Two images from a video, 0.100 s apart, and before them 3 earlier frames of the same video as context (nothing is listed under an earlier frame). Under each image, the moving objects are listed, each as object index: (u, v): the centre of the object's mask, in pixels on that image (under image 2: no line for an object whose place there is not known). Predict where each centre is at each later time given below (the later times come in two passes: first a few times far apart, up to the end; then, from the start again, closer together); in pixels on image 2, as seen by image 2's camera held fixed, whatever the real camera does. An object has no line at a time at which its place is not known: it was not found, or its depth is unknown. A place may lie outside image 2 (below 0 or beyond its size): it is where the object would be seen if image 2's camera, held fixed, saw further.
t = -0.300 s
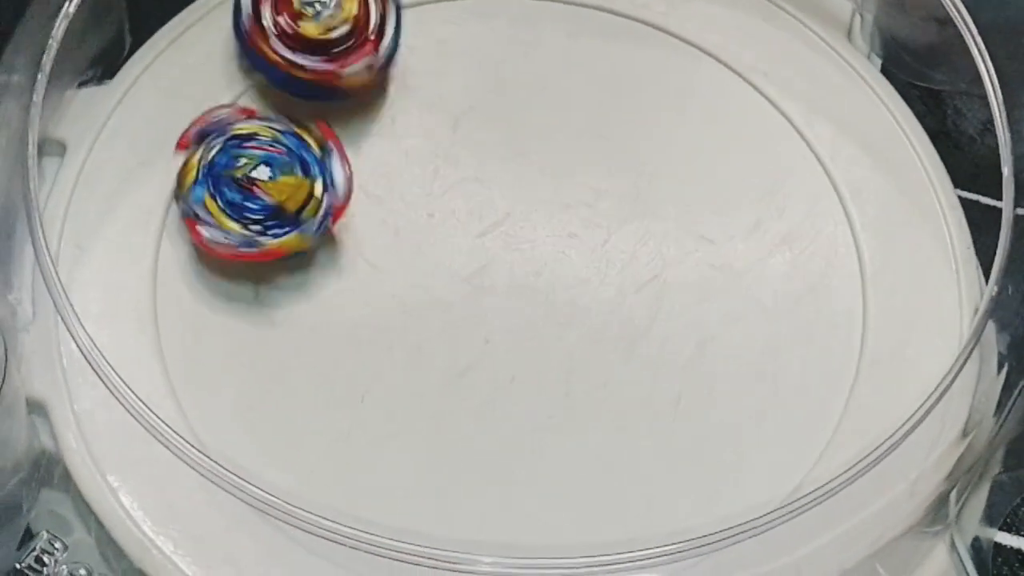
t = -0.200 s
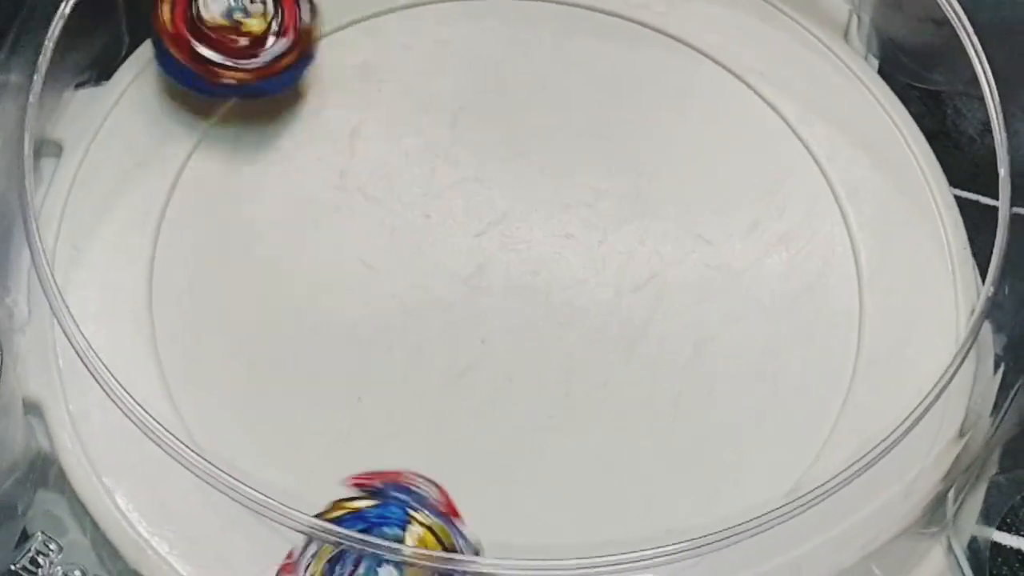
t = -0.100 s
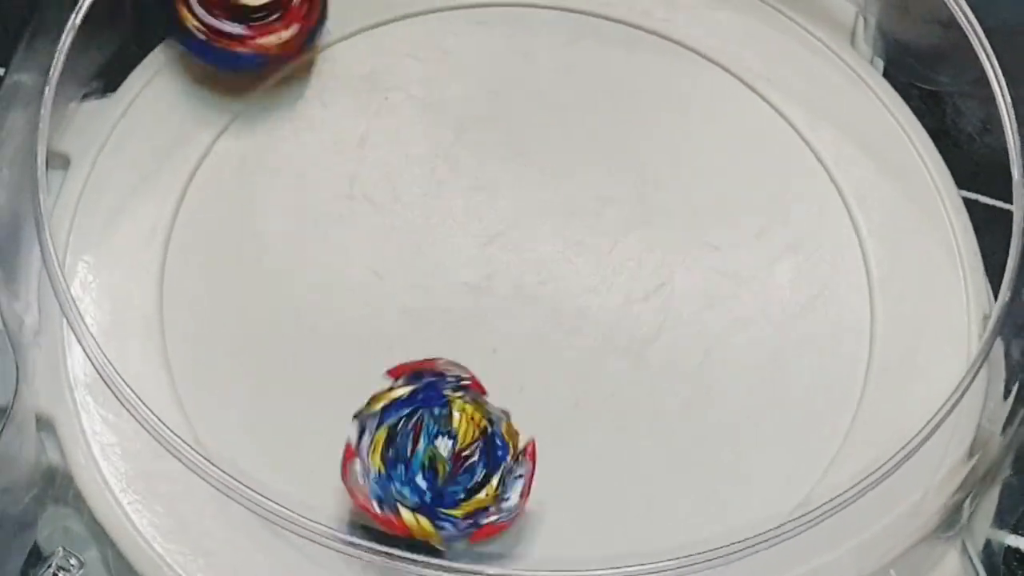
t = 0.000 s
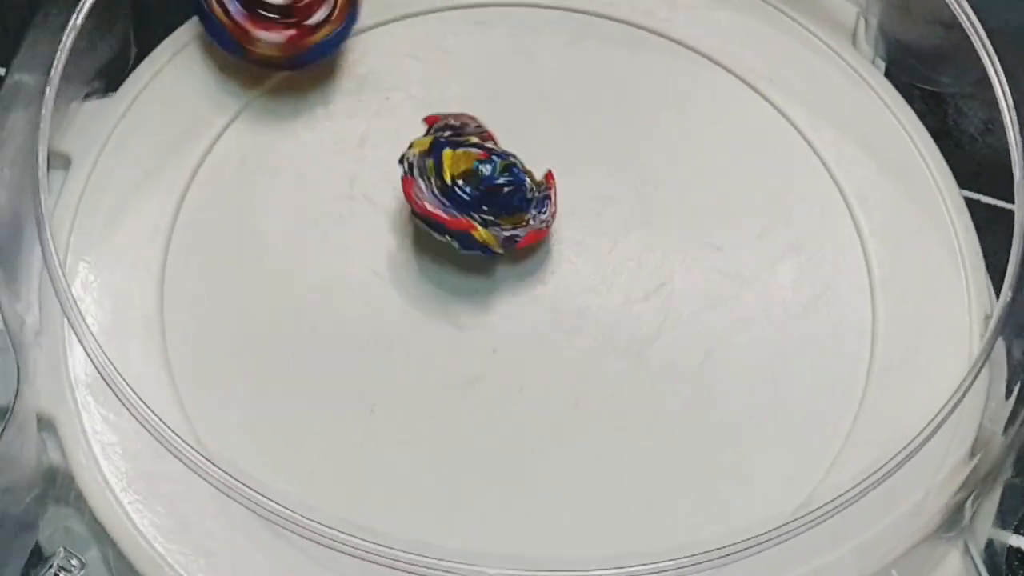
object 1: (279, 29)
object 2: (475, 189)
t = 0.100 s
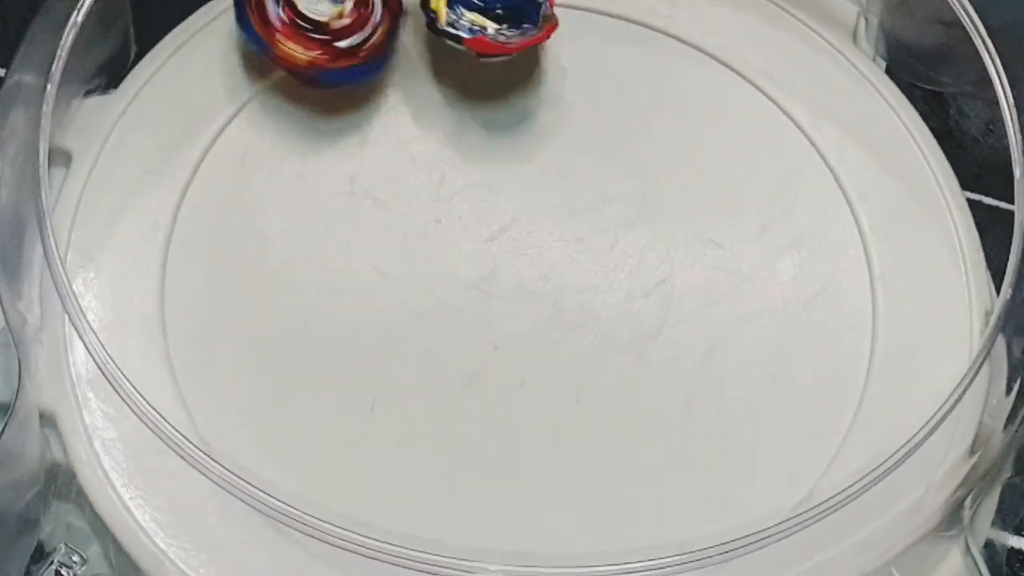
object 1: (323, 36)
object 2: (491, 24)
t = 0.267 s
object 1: (333, 107)
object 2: (580, 36)
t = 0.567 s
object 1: (616, 413)
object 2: (685, 183)
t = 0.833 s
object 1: (778, 323)
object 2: (712, 185)
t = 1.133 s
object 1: (745, 127)
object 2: (520, 184)
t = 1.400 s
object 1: (401, 139)
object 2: (528, 268)
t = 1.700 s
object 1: (487, 520)
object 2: (562, 258)
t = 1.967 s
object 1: (865, 275)
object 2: (560, 264)
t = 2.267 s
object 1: (425, 68)
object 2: (560, 264)
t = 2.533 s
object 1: (298, 499)
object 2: (560, 264)
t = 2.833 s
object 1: (847, 331)
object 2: (560, 264)
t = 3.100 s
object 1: (469, 64)
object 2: (560, 264)
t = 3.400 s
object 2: (558, 265)
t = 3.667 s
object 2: (559, 265)
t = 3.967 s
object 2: (559, 265)
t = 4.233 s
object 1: (738, 408)
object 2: (559, 265)
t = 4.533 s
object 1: (741, 393)
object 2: (559, 265)
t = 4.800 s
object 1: (749, 378)
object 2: (559, 265)
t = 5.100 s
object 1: (749, 363)
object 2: (559, 265)
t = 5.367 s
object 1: (754, 346)
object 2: (559, 265)
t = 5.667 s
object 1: (752, 333)
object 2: (559, 265)
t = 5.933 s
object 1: (755, 315)
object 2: (559, 265)
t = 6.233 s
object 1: (753, 303)
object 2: (559, 265)
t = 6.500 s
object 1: (752, 285)
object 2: (560, 265)
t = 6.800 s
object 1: (750, 273)
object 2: (560, 265)
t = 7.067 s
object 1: (745, 255)
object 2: (560, 265)
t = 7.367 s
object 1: (742, 242)
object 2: (559, 265)
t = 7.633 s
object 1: (735, 228)
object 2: (560, 265)
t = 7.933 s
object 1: (732, 215)
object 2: (560, 265)
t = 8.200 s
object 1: (724, 201)
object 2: (560, 265)
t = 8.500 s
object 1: (718, 188)
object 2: (560, 265)
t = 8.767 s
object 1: (708, 176)
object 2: (560, 265)
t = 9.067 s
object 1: (701, 163)
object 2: (560, 265)
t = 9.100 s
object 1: (700, 162)
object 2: (560, 265)
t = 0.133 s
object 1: (323, 39)
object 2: (518, 19)
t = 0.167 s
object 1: (318, 46)
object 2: (545, 20)
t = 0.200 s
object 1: (316, 59)
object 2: (554, 21)
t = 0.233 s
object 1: (323, 82)
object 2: (572, 24)
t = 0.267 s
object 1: (333, 107)
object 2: (580, 36)
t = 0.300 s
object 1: (357, 146)
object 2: (579, 48)
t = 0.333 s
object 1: (387, 177)
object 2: (571, 63)
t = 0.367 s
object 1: (431, 207)
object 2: (568, 81)
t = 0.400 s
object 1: (475, 233)
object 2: (564, 105)
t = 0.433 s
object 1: (501, 277)
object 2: (583, 118)
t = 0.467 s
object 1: (526, 322)
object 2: (608, 126)
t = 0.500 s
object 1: (552, 360)
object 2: (634, 149)
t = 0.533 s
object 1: (586, 390)
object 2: (662, 169)
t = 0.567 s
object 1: (616, 413)
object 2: (685, 183)
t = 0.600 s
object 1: (646, 431)
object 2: (700, 189)
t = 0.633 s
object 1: (680, 437)
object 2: (712, 193)
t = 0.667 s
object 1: (705, 433)
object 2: (714, 192)
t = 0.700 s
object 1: (725, 420)
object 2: (717, 188)
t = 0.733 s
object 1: (746, 402)
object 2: (725, 188)
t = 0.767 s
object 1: (761, 378)
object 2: (725, 194)
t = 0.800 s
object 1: (768, 347)
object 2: (718, 197)
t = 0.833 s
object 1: (778, 323)
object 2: (712, 185)
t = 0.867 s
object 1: (790, 307)
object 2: (703, 169)
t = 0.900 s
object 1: (791, 290)
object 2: (680, 162)
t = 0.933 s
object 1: (785, 267)
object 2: (662, 157)
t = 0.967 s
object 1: (778, 242)
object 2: (644, 155)
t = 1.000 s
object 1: (780, 222)
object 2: (617, 153)
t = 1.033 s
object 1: (779, 204)
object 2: (588, 150)
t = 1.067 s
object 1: (772, 183)
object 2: (560, 158)
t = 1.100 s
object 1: (760, 157)
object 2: (537, 168)
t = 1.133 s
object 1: (745, 127)
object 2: (520, 184)
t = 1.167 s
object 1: (722, 96)
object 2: (507, 200)
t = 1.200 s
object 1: (692, 73)
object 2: (500, 216)
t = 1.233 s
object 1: (651, 62)
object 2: (497, 232)
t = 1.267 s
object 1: (603, 60)
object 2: (498, 245)
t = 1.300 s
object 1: (548, 63)
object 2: (505, 253)
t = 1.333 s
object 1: (496, 77)
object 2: (512, 261)
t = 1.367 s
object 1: (446, 105)
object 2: (520, 265)
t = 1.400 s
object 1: (401, 139)
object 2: (528, 268)
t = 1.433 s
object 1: (363, 184)
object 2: (535, 269)
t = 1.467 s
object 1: (335, 235)
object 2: (542, 269)
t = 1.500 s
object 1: (315, 291)
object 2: (548, 270)
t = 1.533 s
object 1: (310, 348)
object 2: (552, 267)
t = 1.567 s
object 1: (315, 403)
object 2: (555, 264)
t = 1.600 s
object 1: (339, 444)
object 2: (560, 263)
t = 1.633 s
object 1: (379, 474)
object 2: (564, 261)
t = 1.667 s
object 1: (429, 501)
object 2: (563, 259)
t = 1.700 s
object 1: (487, 520)
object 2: (562, 258)
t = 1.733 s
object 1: (550, 529)
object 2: (560, 259)
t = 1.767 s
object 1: (618, 519)
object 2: (560, 262)
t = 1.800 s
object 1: (683, 502)
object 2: (559, 265)
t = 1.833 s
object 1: (757, 494)
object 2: (558, 264)
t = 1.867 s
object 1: (796, 444)
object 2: (558, 264)
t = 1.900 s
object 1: (840, 396)
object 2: (559, 264)
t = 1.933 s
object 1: (862, 338)
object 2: (560, 264)
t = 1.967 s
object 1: (865, 275)
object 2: (560, 264)
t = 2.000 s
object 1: (859, 215)
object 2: (560, 264)
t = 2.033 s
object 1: (839, 160)
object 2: (560, 264)
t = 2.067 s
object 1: (799, 114)
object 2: (560, 264)
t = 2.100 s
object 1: (750, 76)
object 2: (560, 264)
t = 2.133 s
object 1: (691, 56)
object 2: (560, 264)
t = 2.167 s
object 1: (626, 47)
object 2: (560, 264)
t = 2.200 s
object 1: (556, 46)
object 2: (560, 264)
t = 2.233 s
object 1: (488, 53)
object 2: (560, 264)
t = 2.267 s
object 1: (425, 68)
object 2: (560, 264)
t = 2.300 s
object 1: (367, 100)
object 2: (560, 264)
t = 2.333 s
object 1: (315, 142)
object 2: (560, 264)
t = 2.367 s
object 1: (275, 194)
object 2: (560, 264)
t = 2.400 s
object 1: (247, 253)
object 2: (560, 264)
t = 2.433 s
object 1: (235, 316)
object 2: (560, 264)
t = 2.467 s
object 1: (244, 379)
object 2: (560, 264)
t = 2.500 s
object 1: (263, 445)
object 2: (560, 264)
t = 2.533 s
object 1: (298, 499)
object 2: (560, 264)
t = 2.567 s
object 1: (380, 511)
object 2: (560, 264)
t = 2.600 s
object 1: (466, 518)
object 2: (559, 265)
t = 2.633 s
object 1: (537, 528)
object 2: (559, 264)
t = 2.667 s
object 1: (610, 523)
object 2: (559, 264)
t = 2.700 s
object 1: (679, 504)
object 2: (559, 264)
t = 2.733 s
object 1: (742, 476)
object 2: (560, 264)
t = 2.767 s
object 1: (798, 436)
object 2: (560, 264)
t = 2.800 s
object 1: (834, 389)
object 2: (560, 264)
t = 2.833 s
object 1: (847, 331)
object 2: (560, 264)
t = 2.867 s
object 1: (838, 273)
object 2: (560, 264)
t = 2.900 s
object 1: (815, 217)
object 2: (560, 264)
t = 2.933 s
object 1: (776, 166)
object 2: (560, 265)
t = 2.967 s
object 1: (725, 125)
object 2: (560, 264)
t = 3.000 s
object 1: (665, 92)
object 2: (560, 264)
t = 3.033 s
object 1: (599, 73)
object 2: (560, 265)
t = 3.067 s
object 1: (535, 64)
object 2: (560, 264)
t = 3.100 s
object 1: (469, 64)
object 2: (560, 264)
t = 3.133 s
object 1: (408, 72)
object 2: (560, 265)
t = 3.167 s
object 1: (346, 88)
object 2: (560, 265)
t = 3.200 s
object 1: (289, 115)
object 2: (560, 265)
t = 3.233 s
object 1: (235, 152)
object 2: (560, 265)
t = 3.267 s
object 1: (194, 199)
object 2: (560, 265)
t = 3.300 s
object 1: (163, 255)
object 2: (560, 265)
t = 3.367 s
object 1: (220, 363)
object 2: (559, 265)
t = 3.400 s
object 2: (558, 265)
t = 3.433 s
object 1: (284, 470)
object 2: (558, 265)
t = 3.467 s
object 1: (337, 500)
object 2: (558, 265)
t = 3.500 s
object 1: (418, 505)
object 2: (558, 265)
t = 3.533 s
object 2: (559, 265)
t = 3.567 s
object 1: (547, 516)
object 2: (559, 265)
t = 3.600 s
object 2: (560, 265)
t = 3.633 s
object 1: (674, 483)
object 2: (559, 265)
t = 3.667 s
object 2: (559, 265)
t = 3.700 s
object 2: (559, 265)
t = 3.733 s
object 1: (725, 435)
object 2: (559, 265)
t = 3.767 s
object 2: (559, 265)
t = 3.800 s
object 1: (725, 433)
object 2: (559, 265)
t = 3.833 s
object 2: (559, 265)
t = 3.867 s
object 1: (726, 429)
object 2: (559, 265)
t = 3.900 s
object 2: (559, 265)
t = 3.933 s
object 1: (728, 424)
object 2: (559, 265)
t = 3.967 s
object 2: (559, 265)
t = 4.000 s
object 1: (729, 419)
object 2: (559, 265)
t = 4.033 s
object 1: (730, 417)
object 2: (559, 265)
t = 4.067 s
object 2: (559, 265)
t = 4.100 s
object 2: (559, 265)
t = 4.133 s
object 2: (559, 265)
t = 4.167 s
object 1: (737, 410)
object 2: (559, 265)
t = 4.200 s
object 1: (738, 410)
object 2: (559, 265)
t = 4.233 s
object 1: (738, 408)
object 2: (559, 265)
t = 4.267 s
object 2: (559, 265)
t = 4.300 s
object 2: (559, 265)
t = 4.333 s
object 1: (739, 403)
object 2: (559, 265)
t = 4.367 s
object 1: (740, 403)
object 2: (559, 265)
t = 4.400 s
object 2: (559, 265)
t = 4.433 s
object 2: (559, 265)
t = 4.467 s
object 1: (739, 397)
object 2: (559, 265)
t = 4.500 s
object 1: (740, 394)
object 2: (559, 265)
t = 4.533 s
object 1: (741, 393)
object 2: (559, 265)
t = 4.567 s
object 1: (741, 390)
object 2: (559, 265)
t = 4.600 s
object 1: (741, 388)
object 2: (559, 265)
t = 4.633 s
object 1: (742, 385)
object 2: (559, 265)
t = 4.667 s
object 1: (744, 383)
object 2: (559, 265)
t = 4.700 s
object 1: (746, 381)
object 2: (559, 265)
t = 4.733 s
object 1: (746, 380)
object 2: (559, 265)
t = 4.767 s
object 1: (748, 378)
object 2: (559, 265)
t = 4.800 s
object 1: (749, 378)
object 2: (559, 265)
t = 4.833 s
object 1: (749, 376)
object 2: (559, 265)
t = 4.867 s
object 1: (749, 374)
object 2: (559, 265)
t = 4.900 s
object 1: (749, 373)
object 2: (559, 265)
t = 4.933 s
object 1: (749, 372)
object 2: (559, 265)
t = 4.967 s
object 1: (750, 371)
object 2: (559, 265)
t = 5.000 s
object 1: (750, 370)
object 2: (559, 265)
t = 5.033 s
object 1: (749, 368)
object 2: (559, 265)
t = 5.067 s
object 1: (749, 365)
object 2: (559, 265)
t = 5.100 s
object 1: (749, 363)
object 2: (559, 265)
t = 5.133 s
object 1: (749, 360)
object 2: (559, 265)
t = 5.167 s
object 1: (750, 358)
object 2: (559, 265)
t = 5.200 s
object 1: (750, 356)
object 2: (559, 265)
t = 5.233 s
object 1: (750, 353)
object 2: (559, 265)
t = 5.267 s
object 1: (751, 351)
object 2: (559, 265)
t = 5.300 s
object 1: (752, 349)
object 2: (559, 265)
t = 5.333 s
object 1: (753, 347)
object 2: (559, 265)
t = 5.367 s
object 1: (754, 346)
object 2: (559, 265)
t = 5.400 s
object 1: (755, 345)
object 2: (559, 265)
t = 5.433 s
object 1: (755, 344)
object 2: (559, 265)
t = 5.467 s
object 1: (754, 342)
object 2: (559, 265)
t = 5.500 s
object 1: (755, 341)
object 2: (559, 265)
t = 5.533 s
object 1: (754, 340)
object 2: (559, 265)
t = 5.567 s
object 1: (755, 339)
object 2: (559, 265)
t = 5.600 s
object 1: (754, 338)
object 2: (559, 265)
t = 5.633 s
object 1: (753, 335)
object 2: (559, 265)
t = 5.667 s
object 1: (752, 333)
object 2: (559, 265)
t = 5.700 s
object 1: (752, 330)
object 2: (559, 265)
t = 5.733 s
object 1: (753, 328)
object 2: (559, 265)
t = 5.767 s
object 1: (753, 326)
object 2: (559, 265)
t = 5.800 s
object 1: (753, 323)
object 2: (559, 265)
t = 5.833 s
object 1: (753, 321)
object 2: (559, 265)
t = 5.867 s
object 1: (753, 318)
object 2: (559, 265)
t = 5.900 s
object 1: (754, 317)
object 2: (559, 265)
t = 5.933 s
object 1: (755, 315)
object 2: (559, 265)
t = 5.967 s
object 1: (755, 313)
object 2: (559, 265)
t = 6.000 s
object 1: (756, 313)
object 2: (559, 265)
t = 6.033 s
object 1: (756, 312)
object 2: (559, 265)
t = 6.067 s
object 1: (755, 310)
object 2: (559, 265)
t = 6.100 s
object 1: (756, 308)
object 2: (559, 265)
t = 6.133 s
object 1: (755, 307)
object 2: (559, 265)
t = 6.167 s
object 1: (755, 306)
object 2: (559, 265)
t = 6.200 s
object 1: (754, 305)
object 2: (560, 265)
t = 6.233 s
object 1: (753, 303)
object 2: (559, 265)
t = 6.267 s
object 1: (752, 301)
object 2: (560, 265)
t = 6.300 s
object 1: (751, 298)
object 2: (560, 265)
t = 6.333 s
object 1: (752, 296)
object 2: (560, 265)
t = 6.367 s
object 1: (751, 294)
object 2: (560, 265)
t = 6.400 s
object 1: (751, 291)
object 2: (560, 265)
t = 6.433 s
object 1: (751, 289)
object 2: (560, 265)
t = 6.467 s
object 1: (751, 286)
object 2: (560, 265)
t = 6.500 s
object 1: (752, 285)
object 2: (560, 265)
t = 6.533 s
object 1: (752, 283)
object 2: (560, 265)
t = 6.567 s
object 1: (752, 281)
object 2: (560, 265)
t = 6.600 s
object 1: (753, 281)
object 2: (560, 265)
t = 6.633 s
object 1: (753, 280)
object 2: (560, 265)
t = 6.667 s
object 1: (752, 278)
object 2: (560, 265)
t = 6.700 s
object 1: (752, 276)
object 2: (560, 265)
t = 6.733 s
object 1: (751, 275)
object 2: (560, 265)
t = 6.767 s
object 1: (751, 274)
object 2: (560, 265)
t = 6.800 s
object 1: (750, 273)
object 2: (560, 265)
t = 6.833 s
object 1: (748, 272)
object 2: (560, 265)
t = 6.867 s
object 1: (747, 269)
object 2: (560, 265)
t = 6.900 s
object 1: (746, 266)
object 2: (560, 265)
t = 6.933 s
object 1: (747, 264)
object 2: (560, 265)
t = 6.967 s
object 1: (746, 262)
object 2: (560, 265)
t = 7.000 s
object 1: (746, 260)
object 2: (560, 265)
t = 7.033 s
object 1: (744, 258)
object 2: (560, 265)
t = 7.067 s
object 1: (745, 255)
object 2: (560, 265)
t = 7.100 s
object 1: (745, 253)
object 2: (560, 265)
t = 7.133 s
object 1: (745, 252)
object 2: (560, 265)
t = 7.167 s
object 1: (745, 250)
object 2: (560, 265)
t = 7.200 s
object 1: (746, 249)
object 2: (560, 265)
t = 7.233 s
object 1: (745, 248)
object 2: (560, 265)
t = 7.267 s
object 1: (745, 246)
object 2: (560, 265)
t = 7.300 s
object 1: (744, 245)
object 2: (560, 265)
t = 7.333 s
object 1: (744, 244)
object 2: (560, 265)
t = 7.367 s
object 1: (742, 242)
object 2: (559, 265)
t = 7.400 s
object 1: (742, 242)
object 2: (559, 265)
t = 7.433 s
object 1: (740, 241)
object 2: (559, 265)
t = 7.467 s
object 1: (739, 239)
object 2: (560, 265)
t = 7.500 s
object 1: (738, 236)
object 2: (560, 265)
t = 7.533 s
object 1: (737, 234)
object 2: (560, 265)
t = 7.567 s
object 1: (737, 232)
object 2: (560, 265)
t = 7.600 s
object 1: (736, 230)
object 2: (560, 265)
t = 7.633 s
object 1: (735, 228)
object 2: (560, 265)
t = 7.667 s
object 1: (734, 225)
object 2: (559, 265)
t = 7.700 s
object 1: (735, 224)
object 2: (560, 265)
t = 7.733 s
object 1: (735, 222)
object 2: (560, 265)
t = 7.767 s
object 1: (735, 220)
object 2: (560, 265)
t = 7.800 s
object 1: (735, 219)
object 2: (560, 265)
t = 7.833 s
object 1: (734, 218)
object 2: (560, 265)
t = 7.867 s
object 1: (734, 217)
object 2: (560, 265)
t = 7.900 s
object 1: (733, 216)
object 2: (560, 265)
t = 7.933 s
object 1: (732, 215)
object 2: (560, 265)
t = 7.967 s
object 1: (731, 213)
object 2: (560, 265)
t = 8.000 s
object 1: (731, 213)
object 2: (560, 265)
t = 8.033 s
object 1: (728, 212)
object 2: (560, 265)
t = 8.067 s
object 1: (726, 210)
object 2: (560, 265)
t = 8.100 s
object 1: (725, 207)
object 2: (560, 265)
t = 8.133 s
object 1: (724, 205)
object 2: (559, 265)
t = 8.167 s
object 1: (724, 203)
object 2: (560, 265)
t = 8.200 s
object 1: (724, 201)
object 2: (560, 265)
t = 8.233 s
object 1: (722, 199)
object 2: (560, 265)
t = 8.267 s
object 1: (721, 197)
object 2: (560, 265)
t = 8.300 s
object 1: (721, 195)
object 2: (560, 265)
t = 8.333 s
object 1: (721, 193)
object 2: (560, 265)
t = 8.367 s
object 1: (720, 192)
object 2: (560, 265)
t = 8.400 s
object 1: (720, 191)
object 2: (560, 265)
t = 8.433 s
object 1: (720, 190)
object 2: (560, 265)
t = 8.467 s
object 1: (719, 190)
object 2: (560, 265)
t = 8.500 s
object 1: (718, 188)
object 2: (560, 265)
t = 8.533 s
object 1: (717, 187)
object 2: (560, 265)
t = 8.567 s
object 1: (716, 185)
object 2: (560, 265)
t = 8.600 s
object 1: (715, 185)
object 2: (560, 265)
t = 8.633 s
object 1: (713, 184)
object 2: (560, 265)
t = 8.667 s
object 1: (711, 183)
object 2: (560, 265)
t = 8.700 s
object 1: (710, 180)
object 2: (560, 265)
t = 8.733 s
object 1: (709, 178)
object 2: (560, 265)
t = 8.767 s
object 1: (708, 176)
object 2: (560, 265)
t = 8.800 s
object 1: (707, 174)
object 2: (560, 265)
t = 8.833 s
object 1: (706, 172)
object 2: (560, 265)
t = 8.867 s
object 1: (704, 170)
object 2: (560, 265)
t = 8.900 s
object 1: (704, 168)
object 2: (560, 265)
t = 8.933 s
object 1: (704, 167)
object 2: (560, 265)
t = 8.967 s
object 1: (703, 166)
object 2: (560, 265)
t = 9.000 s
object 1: (703, 164)
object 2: (560, 265)
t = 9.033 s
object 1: (703, 164)
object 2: (560, 265)
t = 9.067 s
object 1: (701, 163)
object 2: (560, 265)
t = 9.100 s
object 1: (700, 162)
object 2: (560, 265)
